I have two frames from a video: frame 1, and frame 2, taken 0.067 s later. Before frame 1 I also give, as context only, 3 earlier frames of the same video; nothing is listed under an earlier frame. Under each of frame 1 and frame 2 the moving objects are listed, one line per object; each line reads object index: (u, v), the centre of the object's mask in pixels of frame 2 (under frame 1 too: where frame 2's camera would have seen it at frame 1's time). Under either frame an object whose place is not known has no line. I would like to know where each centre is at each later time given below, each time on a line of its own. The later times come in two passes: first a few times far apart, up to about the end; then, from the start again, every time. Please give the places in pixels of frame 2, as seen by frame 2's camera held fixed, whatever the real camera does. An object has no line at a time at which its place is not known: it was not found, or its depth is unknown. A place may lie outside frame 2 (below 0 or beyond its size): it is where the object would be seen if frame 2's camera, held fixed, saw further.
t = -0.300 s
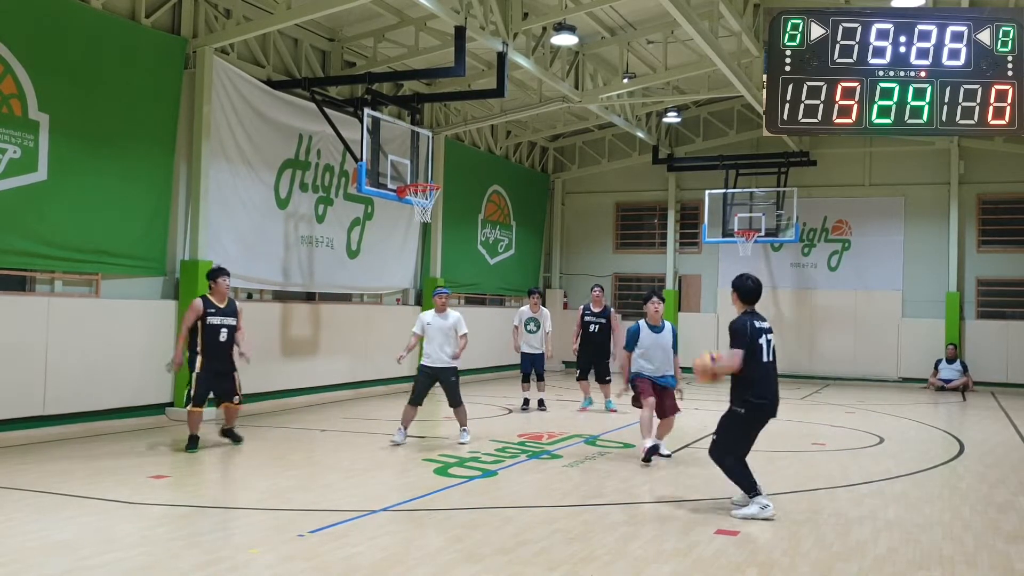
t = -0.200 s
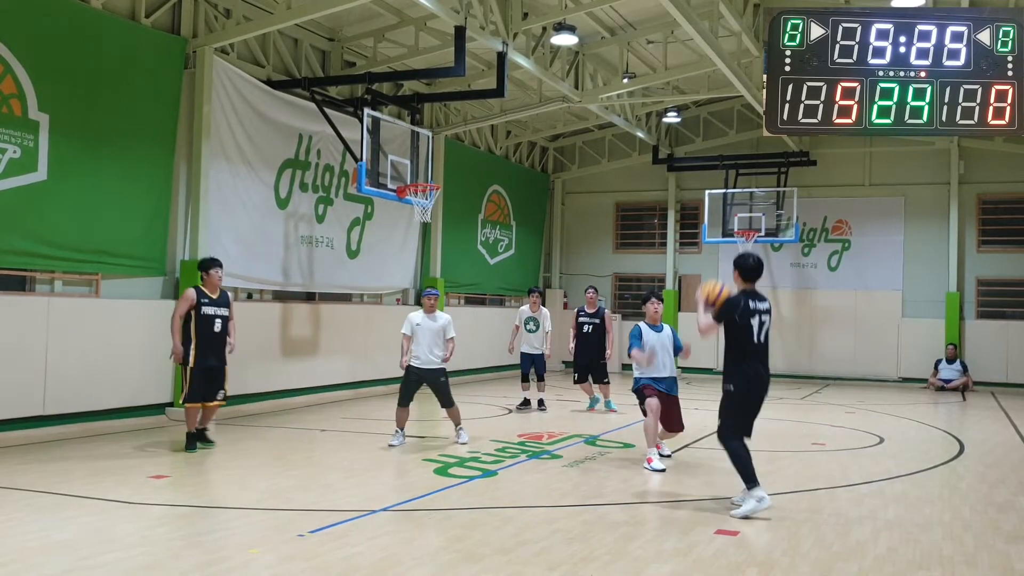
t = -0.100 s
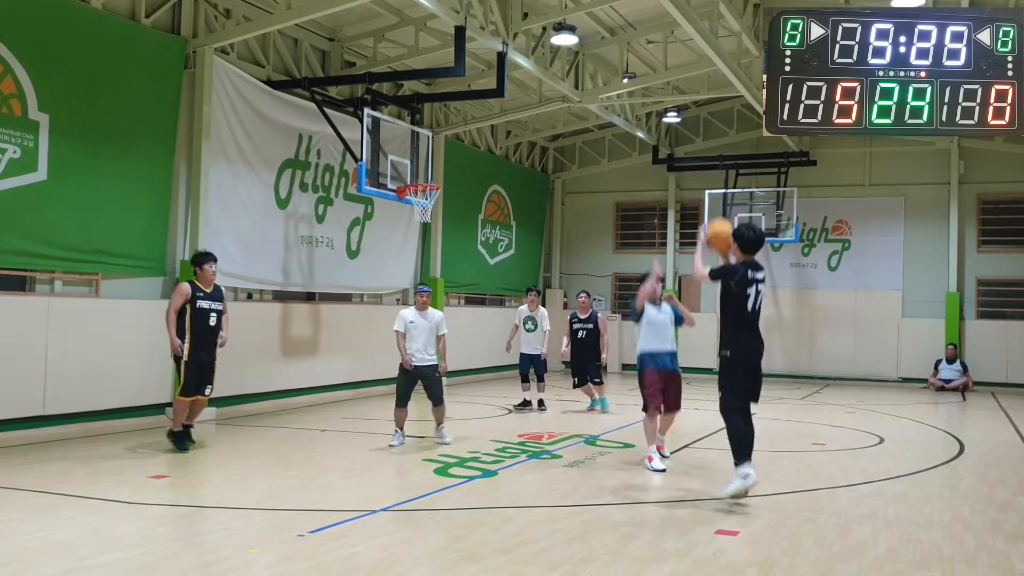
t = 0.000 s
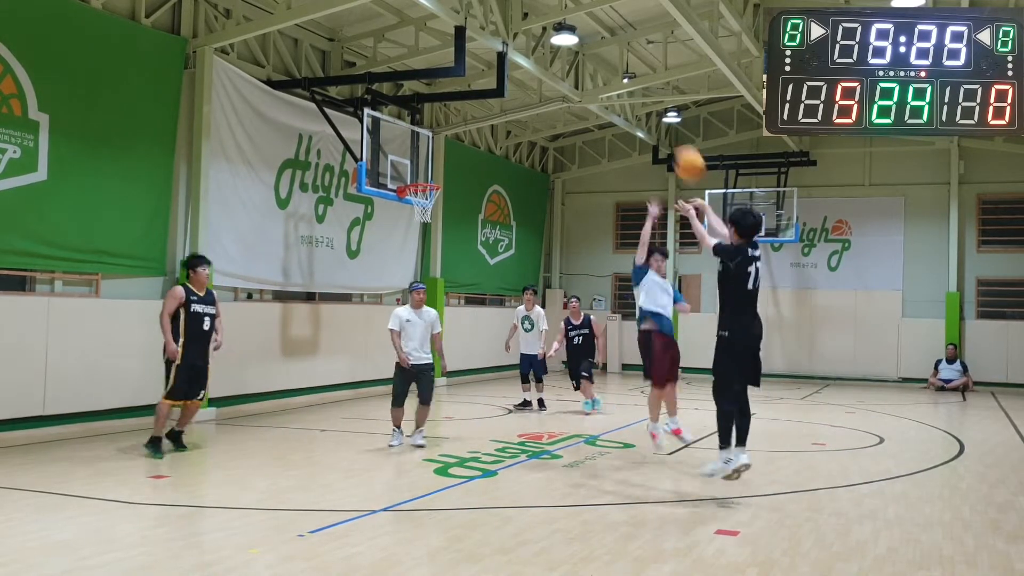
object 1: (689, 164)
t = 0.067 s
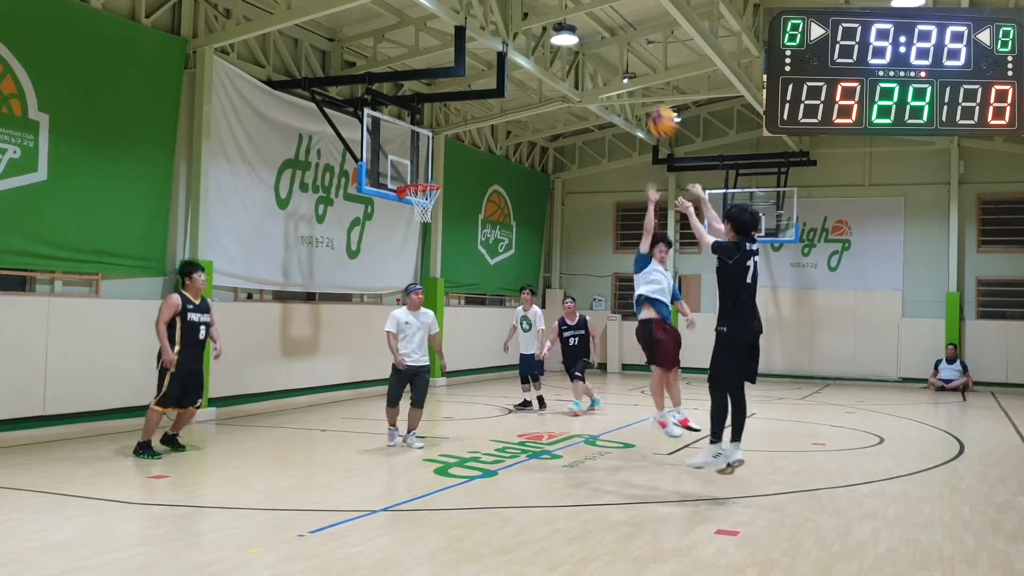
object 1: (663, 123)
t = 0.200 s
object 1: (616, 62)
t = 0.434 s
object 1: (550, 15)
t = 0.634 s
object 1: (501, 21)
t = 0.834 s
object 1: (462, 57)
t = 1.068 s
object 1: (422, 130)
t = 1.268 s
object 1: (439, 179)
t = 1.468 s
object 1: (498, 171)
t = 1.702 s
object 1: (568, 197)
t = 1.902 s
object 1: (630, 253)
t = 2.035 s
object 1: (671, 310)
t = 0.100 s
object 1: (651, 105)
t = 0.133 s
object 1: (639, 88)
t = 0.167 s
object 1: (627, 73)
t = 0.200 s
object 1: (616, 62)
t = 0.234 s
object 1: (606, 51)
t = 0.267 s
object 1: (594, 42)
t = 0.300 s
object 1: (586, 34)
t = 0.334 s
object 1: (577, 27)
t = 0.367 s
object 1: (566, 22)
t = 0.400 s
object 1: (557, 19)
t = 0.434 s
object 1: (550, 15)
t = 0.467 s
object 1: (541, 14)
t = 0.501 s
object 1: (532, 14)
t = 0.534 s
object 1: (524, 14)
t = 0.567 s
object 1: (516, 15)
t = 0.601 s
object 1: (509, 19)
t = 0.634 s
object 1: (501, 21)
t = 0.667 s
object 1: (494, 25)
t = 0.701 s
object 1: (488, 30)
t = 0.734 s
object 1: (481, 35)
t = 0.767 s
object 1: (475, 41)
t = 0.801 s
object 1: (468, 49)
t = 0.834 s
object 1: (462, 57)
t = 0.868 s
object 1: (456, 66)
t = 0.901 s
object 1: (450, 75)
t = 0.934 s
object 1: (444, 85)
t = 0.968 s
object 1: (439, 95)
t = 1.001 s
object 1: (433, 107)
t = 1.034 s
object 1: (427, 119)
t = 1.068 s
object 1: (422, 130)
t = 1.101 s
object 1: (418, 143)
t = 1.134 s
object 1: (413, 155)
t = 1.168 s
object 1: (408, 170)
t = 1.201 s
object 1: (415, 178)
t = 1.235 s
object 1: (426, 178)
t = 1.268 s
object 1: (439, 179)
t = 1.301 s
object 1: (448, 176)
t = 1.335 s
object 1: (457, 174)
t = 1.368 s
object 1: (467, 172)
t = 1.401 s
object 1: (478, 171)
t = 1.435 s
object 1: (488, 170)
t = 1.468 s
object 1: (498, 171)
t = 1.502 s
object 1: (508, 172)
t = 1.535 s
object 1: (518, 174)
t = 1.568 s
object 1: (528, 177)
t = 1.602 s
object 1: (539, 181)
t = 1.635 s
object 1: (548, 185)
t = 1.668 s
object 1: (558, 191)
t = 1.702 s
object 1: (568, 197)
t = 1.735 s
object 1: (579, 204)
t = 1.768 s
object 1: (589, 212)
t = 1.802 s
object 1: (599, 221)
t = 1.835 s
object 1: (610, 231)
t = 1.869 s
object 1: (620, 241)
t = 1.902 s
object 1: (630, 253)
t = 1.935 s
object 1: (640, 266)
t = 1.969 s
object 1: (650, 279)
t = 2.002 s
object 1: (661, 294)
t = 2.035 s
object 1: (671, 310)
